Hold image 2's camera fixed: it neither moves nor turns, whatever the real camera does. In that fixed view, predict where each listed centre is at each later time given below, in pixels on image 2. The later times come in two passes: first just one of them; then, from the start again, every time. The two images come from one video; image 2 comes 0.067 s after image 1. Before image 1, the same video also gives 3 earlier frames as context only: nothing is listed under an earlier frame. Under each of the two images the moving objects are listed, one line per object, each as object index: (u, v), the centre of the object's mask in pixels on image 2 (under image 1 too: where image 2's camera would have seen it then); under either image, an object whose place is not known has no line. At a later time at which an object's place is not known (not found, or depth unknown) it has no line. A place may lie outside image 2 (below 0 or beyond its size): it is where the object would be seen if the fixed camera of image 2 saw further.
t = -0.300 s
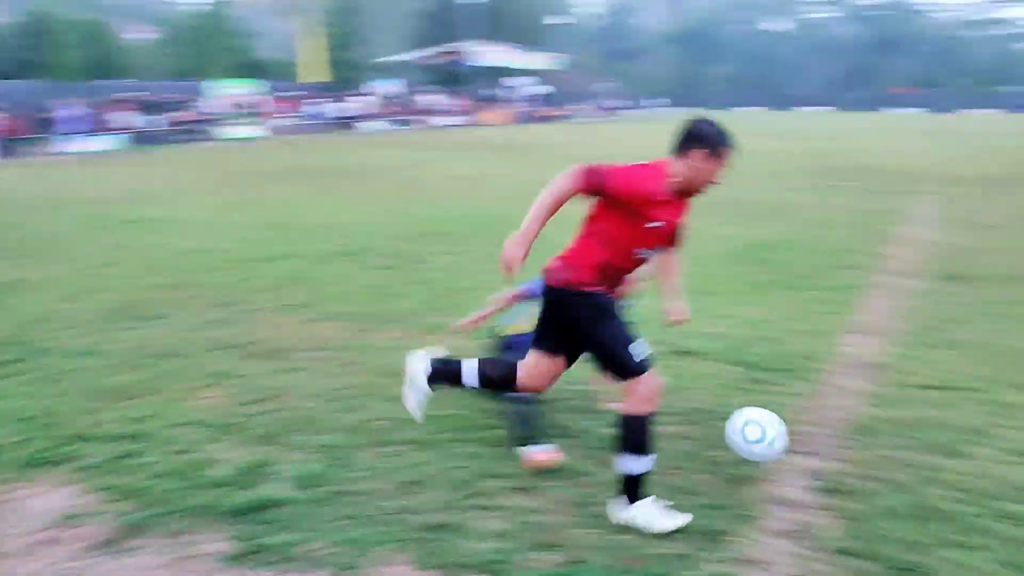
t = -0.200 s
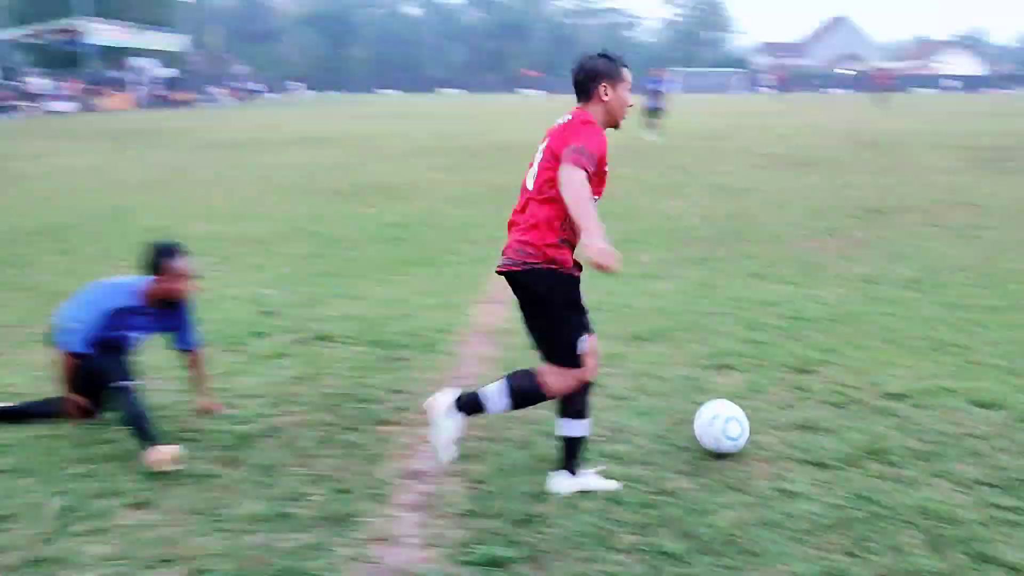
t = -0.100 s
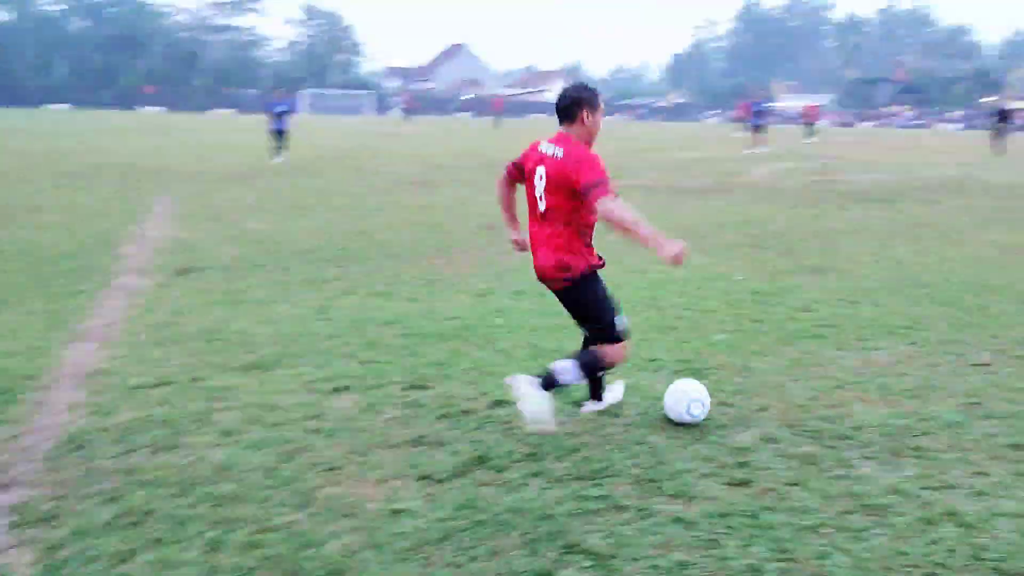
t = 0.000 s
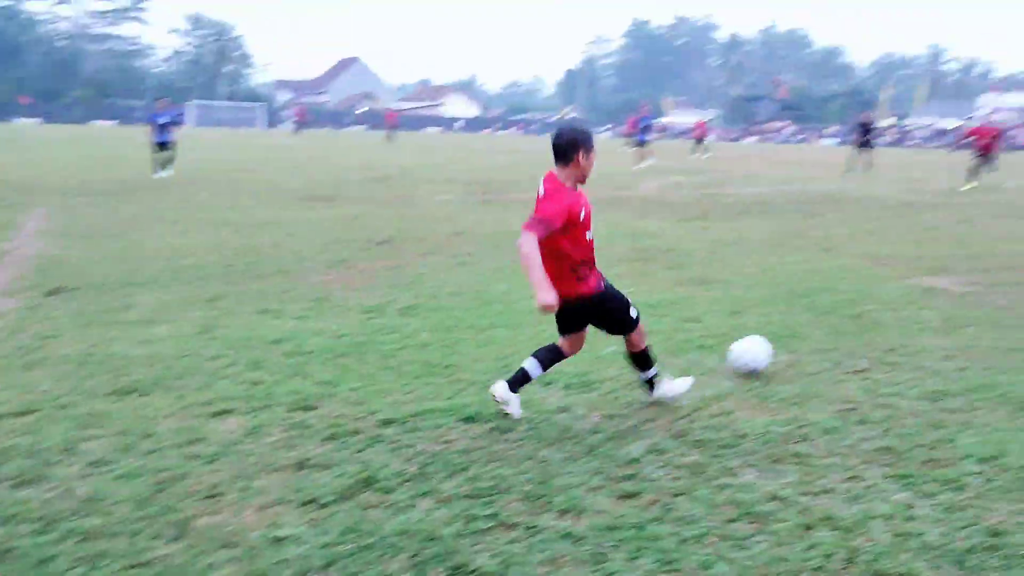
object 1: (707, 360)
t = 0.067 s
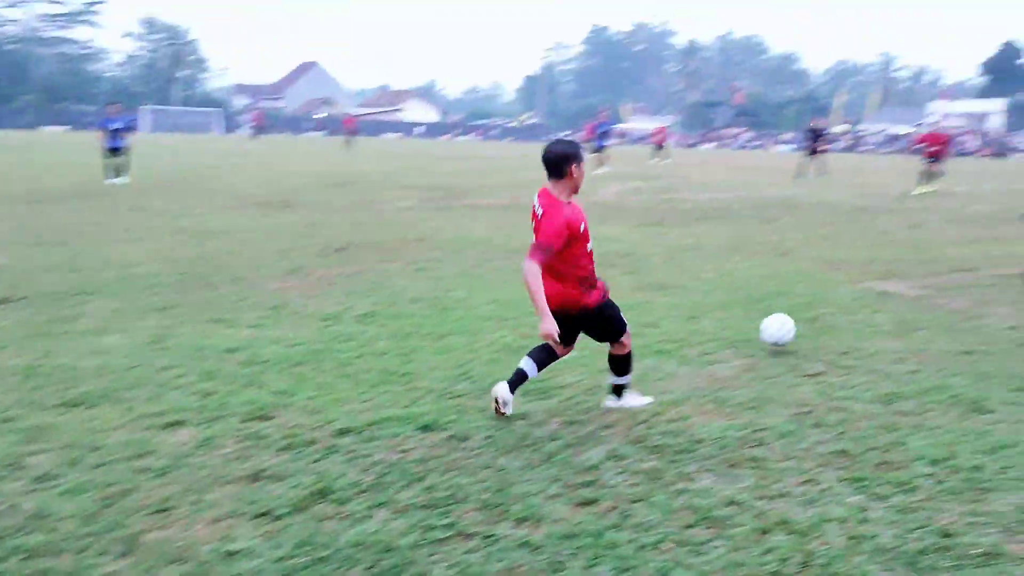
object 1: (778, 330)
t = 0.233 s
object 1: (885, 285)
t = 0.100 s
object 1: (806, 320)
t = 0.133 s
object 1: (831, 314)
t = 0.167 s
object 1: (851, 306)
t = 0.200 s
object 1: (869, 295)
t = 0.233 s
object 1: (885, 285)
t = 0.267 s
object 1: (898, 278)
